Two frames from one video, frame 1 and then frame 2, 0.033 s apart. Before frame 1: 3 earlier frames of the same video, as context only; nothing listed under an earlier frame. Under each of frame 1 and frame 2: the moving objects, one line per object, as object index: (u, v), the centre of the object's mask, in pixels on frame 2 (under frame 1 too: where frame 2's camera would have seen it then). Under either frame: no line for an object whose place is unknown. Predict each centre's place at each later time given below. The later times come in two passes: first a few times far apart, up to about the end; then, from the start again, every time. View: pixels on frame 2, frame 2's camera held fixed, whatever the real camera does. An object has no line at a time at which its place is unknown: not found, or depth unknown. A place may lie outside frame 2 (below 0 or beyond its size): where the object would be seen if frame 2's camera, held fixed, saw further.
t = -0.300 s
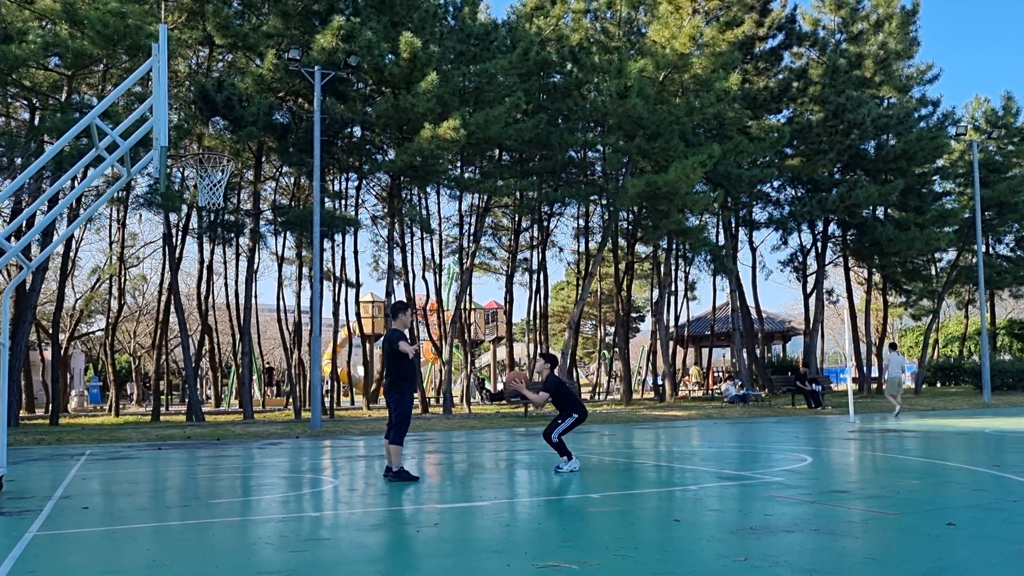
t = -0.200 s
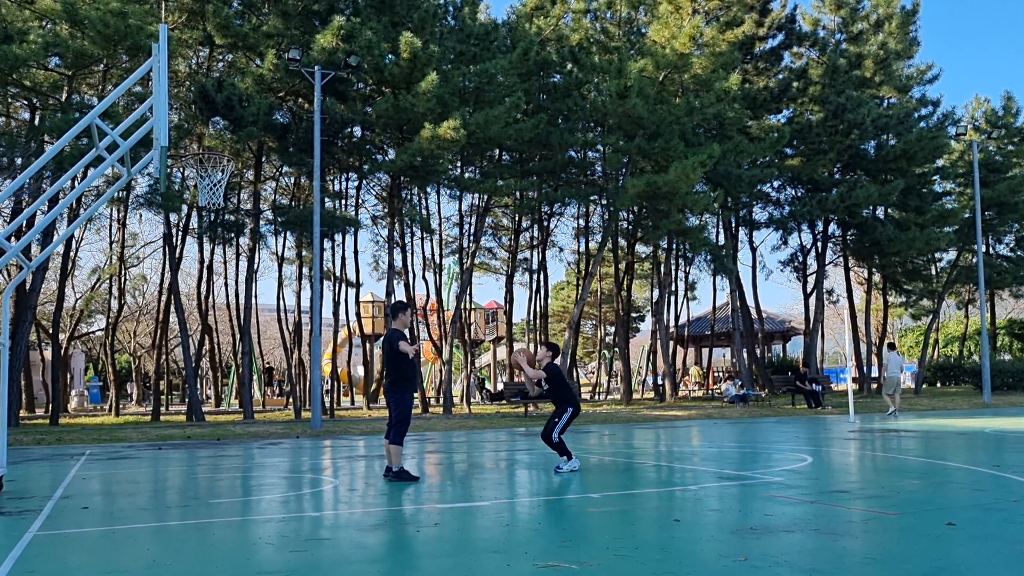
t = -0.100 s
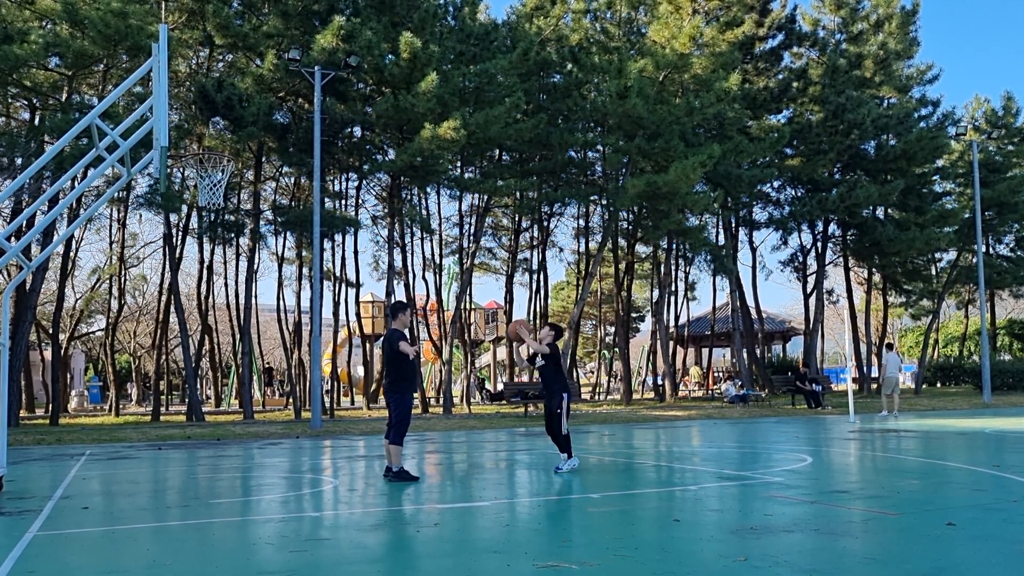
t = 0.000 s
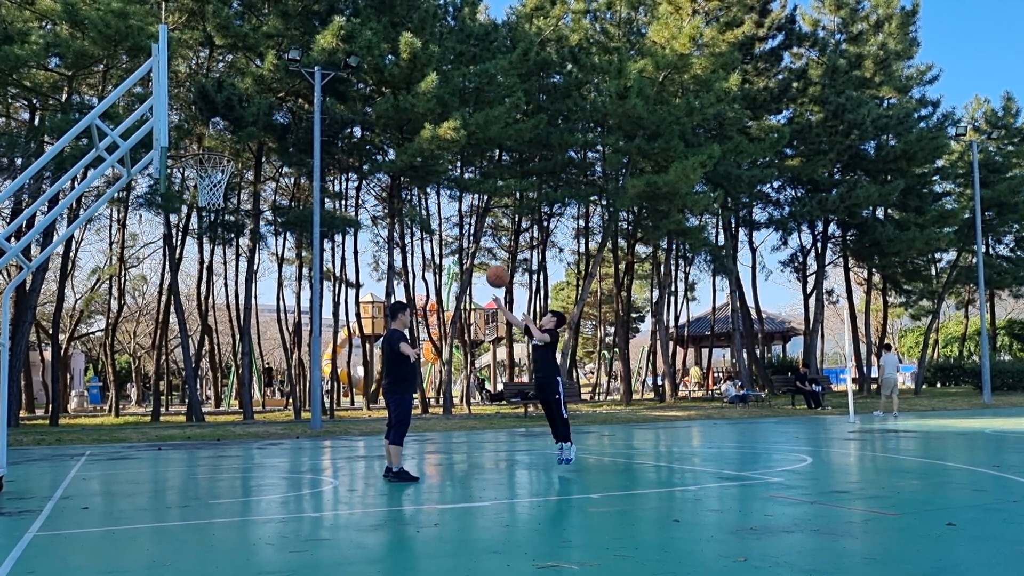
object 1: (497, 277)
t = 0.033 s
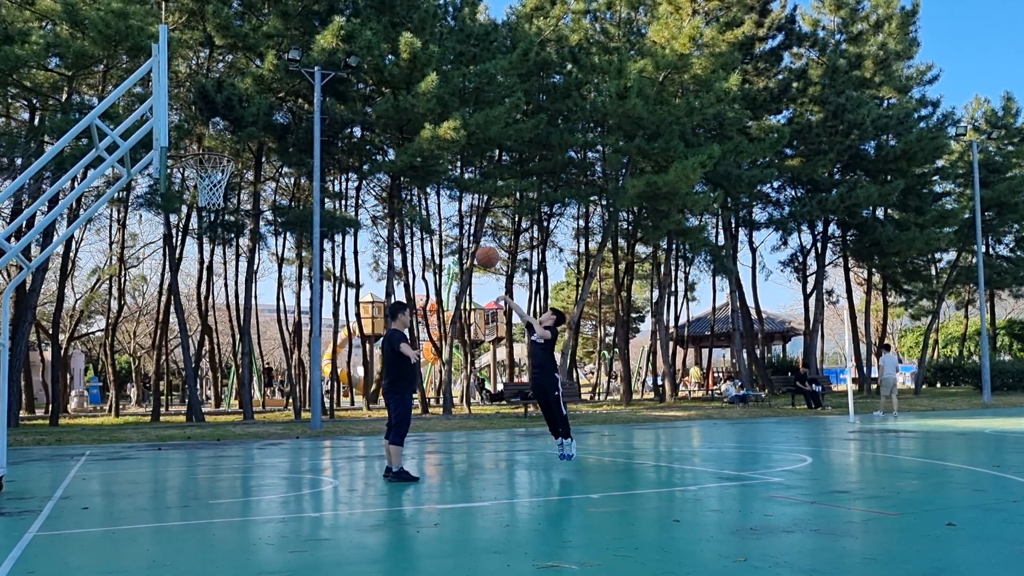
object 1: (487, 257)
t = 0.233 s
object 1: (425, 160)
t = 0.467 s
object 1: (354, 93)
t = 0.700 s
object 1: (281, 78)
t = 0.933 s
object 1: (206, 114)
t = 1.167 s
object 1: (226, 134)
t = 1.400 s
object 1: (299, 153)
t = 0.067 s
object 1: (477, 238)
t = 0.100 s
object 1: (467, 221)
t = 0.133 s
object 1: (456, 204)
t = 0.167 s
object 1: (446, 188)
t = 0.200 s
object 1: (435, 174)
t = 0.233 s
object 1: (425, 160)
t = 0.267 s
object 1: (415, 147)
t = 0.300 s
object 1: (405, 136)
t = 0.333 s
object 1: (394, 126)
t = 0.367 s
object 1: (384, 116)
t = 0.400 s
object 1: (374, 107)
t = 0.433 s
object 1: (364, 100)
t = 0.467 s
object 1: (354, 93)
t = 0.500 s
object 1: (344, 88)
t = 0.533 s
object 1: (334, 84)
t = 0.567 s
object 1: (323, 80)
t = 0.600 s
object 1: (312, 77)
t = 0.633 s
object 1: (302, 77)
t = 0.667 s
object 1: (291, 76)
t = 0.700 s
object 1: (281, 78)
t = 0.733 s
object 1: (270, 79)
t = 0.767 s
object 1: (260, 81)
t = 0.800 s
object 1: (249, 86)
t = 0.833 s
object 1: (239, 91)
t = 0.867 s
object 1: (228, 98)
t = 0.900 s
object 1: (217, 105)
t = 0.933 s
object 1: (206, 114)
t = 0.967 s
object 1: (195, 124)
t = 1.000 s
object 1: (184, 134)
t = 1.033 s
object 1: (182, 144)
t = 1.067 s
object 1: (193, 141)
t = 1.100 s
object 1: (204, 138)
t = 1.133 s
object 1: (215, 135)
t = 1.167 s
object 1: (226, 134)
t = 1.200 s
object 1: (237, 133)
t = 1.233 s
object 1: (248, 134)
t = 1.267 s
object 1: (258, 135)
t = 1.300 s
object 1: (269, 138)
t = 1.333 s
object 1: (279, 142)
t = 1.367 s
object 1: (289, 147)
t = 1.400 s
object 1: (299, 153)
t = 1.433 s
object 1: (309, 159)
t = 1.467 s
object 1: (320, 167)
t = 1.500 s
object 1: (330, 175)
